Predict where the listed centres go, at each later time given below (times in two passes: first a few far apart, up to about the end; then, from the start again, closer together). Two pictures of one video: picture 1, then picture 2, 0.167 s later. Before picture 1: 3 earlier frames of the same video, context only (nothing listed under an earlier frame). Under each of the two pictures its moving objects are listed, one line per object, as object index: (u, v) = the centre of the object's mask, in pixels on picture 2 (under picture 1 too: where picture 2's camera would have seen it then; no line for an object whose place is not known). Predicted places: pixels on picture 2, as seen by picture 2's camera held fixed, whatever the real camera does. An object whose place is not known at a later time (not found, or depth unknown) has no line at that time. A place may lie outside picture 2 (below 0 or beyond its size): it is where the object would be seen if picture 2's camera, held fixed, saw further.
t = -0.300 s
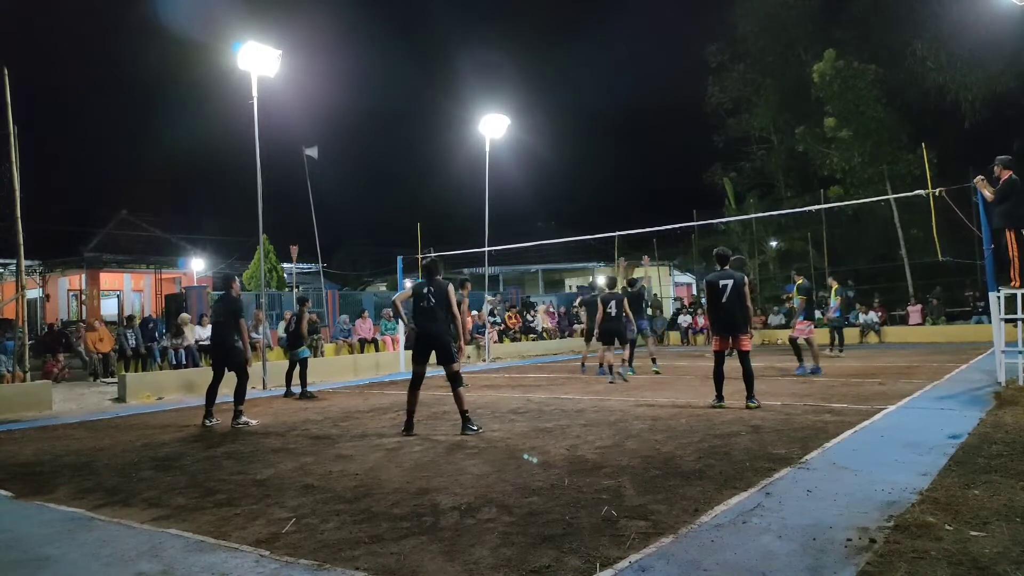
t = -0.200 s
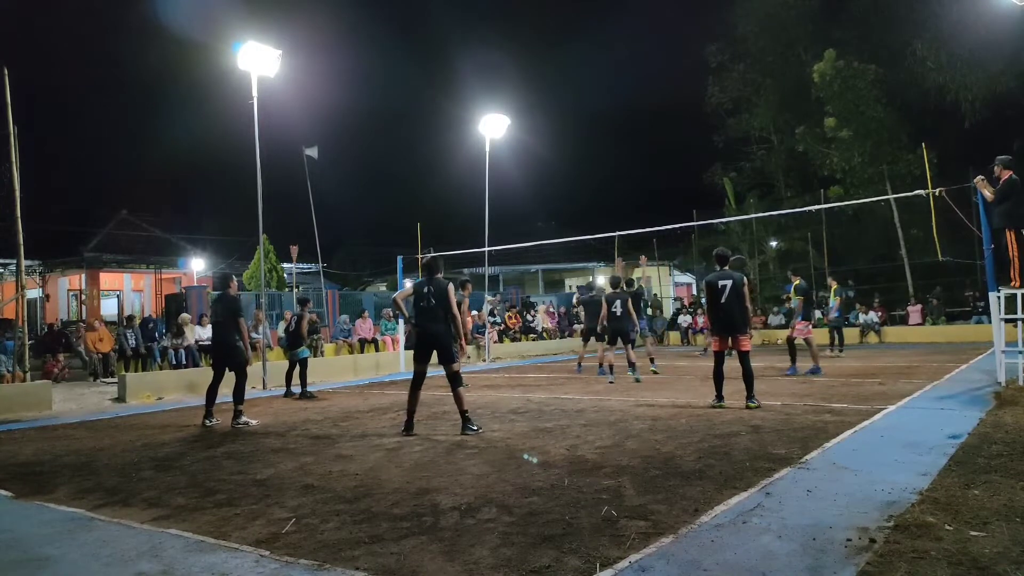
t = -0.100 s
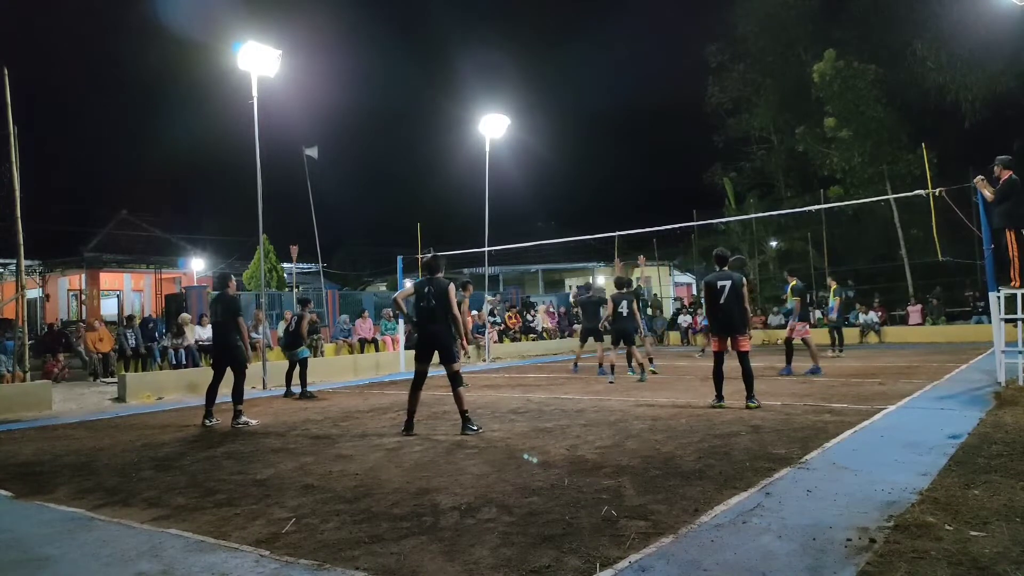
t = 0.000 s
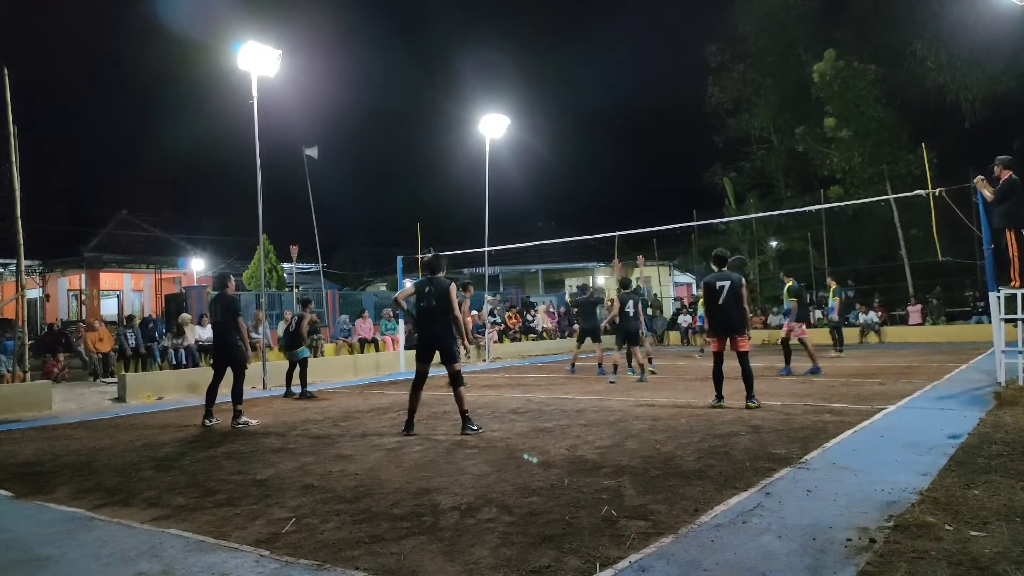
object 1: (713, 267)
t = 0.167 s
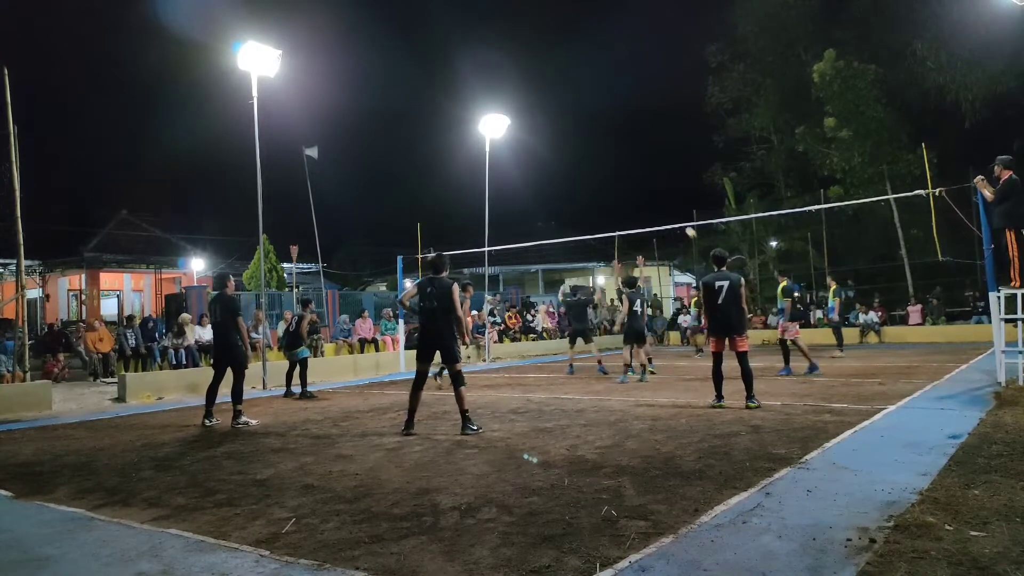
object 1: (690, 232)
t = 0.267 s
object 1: (675, 215)
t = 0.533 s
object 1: (625, 184)
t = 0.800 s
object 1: (560, 188)
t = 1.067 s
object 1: (472, 244)
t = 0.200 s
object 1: (685, 226)
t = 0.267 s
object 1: (675, 215)
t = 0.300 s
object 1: (669, 210)
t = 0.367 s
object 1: (657, 201)
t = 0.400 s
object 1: (651, 196)
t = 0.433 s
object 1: (645, 193)
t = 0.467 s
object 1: (638, 190)
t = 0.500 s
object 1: (632, 185)
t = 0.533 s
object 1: (625, 184)
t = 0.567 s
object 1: (618, 182)
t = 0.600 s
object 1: (610, 181)
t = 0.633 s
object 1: (603, 181)
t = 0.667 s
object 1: (595, 181)
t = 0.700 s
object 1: (587, 182)
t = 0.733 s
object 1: (578, 183)
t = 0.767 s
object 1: (570, 185)
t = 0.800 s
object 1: (560, 188)
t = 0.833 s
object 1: (551, 192)
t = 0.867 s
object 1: (541, 197)
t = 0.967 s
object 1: (509, 216)
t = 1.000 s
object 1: (498, 223)
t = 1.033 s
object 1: (484, 234)
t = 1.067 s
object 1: (472, 244)
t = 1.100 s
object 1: (458, 257)
